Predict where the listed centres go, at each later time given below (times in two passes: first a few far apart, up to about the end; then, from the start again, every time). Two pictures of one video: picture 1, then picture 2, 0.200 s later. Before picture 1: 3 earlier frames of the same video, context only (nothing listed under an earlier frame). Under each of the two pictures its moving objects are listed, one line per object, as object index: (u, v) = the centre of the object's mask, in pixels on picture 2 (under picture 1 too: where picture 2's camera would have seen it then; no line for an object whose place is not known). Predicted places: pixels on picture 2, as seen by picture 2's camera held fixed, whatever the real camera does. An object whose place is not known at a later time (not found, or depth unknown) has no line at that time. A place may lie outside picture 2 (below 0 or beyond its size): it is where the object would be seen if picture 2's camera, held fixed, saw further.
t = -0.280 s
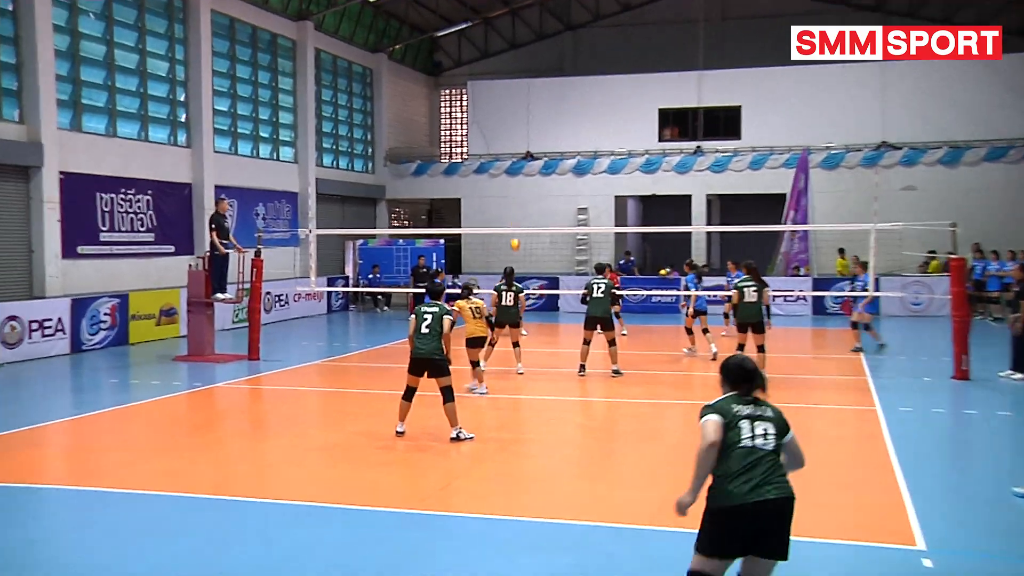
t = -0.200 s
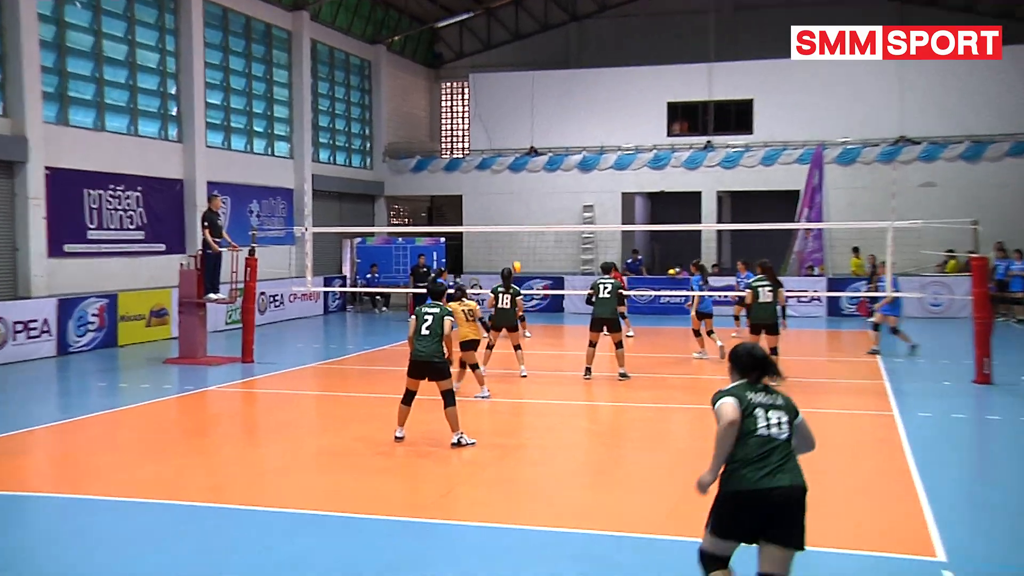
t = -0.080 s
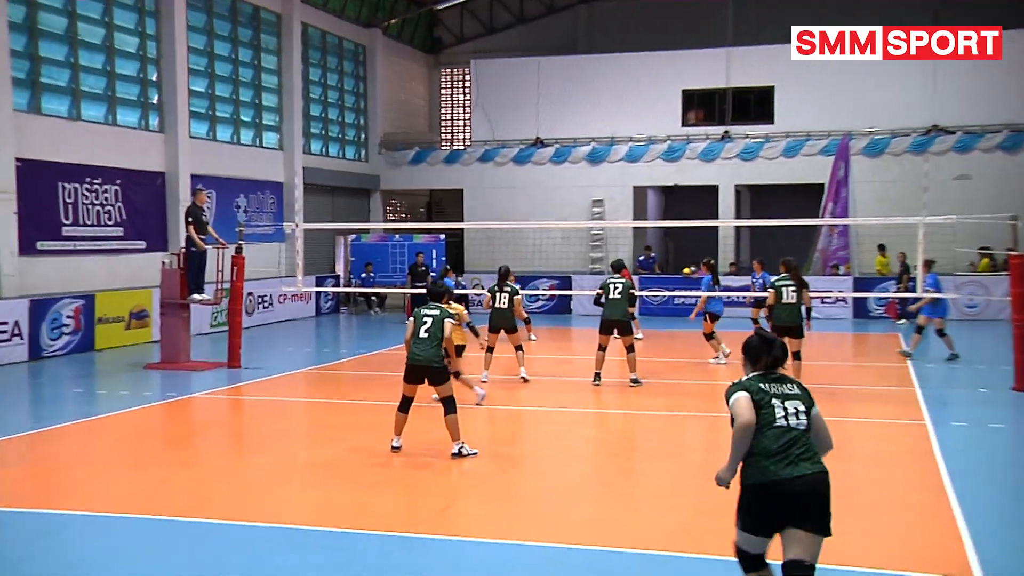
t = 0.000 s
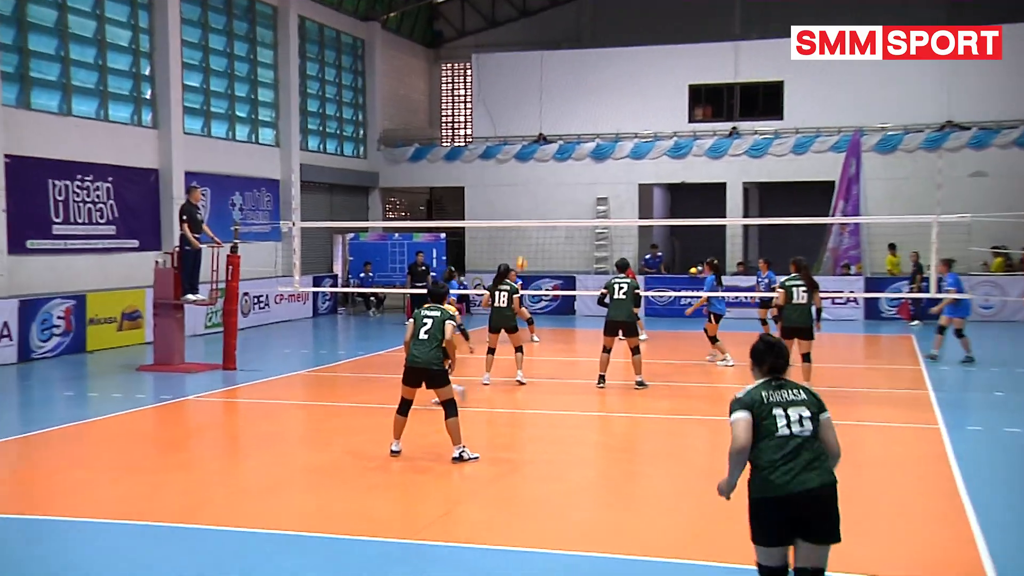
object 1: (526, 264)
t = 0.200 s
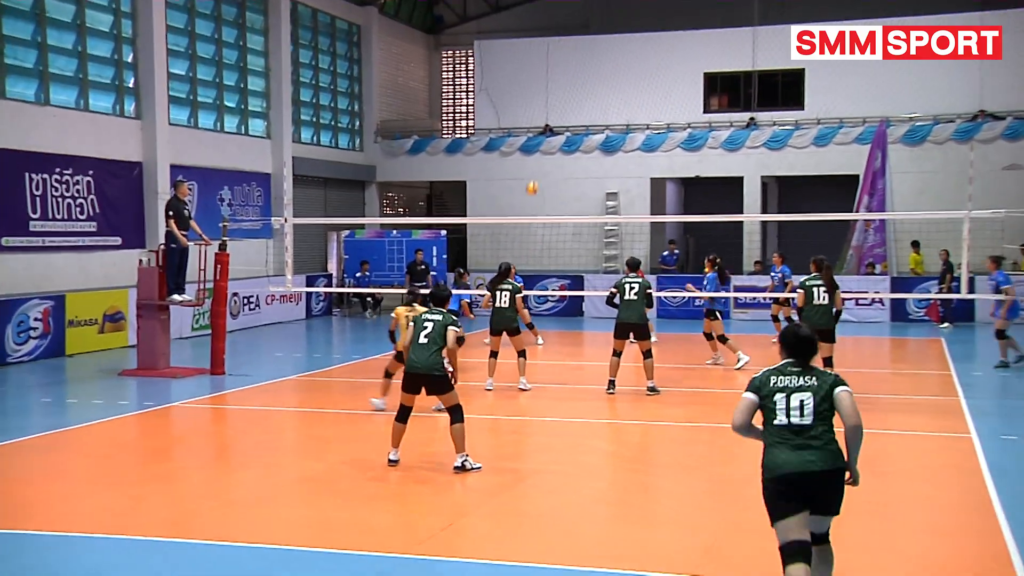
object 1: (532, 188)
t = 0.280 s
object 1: (534, 163)
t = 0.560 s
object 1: (546, 106)
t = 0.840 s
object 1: (557, 92)
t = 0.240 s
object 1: (533, 175)
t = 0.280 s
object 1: (534, 163)
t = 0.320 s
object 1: (536, 153)
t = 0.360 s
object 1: (538, 143)
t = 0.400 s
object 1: (540, 134)
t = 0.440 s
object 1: (542, 127)
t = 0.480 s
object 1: (543, 120)
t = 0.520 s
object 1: (544, 112)
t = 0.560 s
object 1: (546, 106)
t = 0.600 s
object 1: (547, 101)
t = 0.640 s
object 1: (549, 98)
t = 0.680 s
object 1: (551, 95)
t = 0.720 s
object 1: (552, 92)
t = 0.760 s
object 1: (553, 91)
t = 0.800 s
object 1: (555, 91)
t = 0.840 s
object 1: (557, 92)
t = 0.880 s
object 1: (558, 94)
